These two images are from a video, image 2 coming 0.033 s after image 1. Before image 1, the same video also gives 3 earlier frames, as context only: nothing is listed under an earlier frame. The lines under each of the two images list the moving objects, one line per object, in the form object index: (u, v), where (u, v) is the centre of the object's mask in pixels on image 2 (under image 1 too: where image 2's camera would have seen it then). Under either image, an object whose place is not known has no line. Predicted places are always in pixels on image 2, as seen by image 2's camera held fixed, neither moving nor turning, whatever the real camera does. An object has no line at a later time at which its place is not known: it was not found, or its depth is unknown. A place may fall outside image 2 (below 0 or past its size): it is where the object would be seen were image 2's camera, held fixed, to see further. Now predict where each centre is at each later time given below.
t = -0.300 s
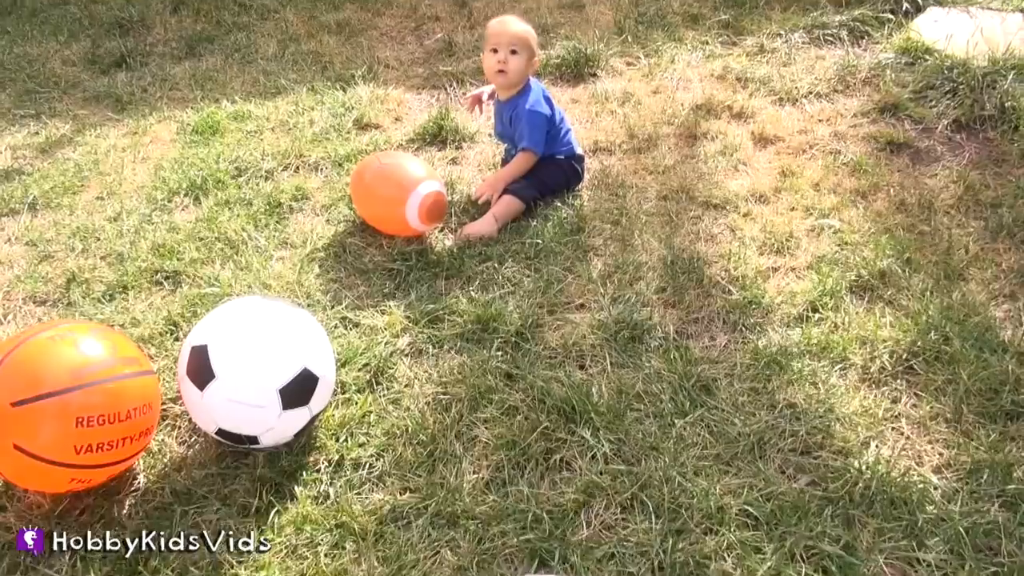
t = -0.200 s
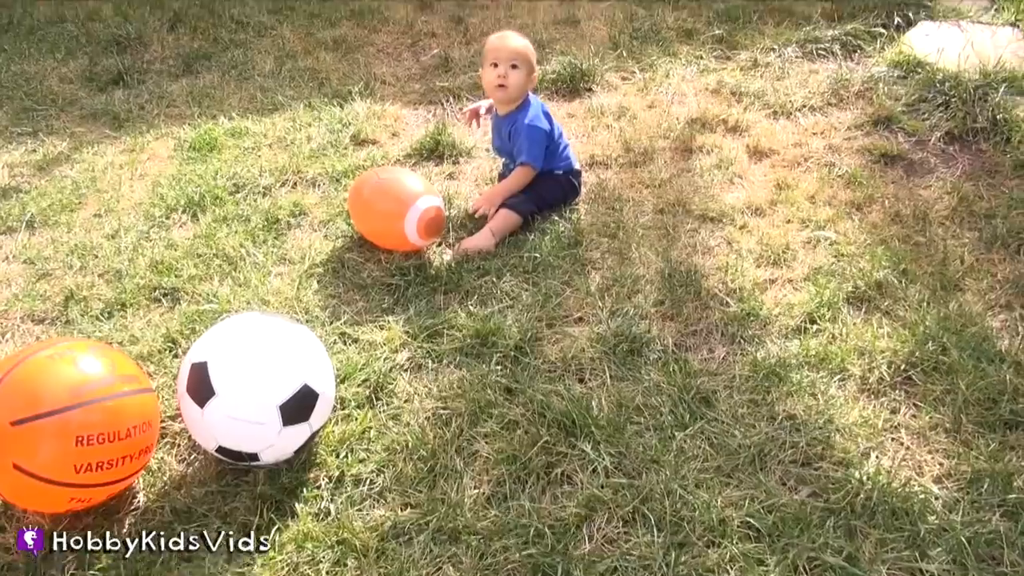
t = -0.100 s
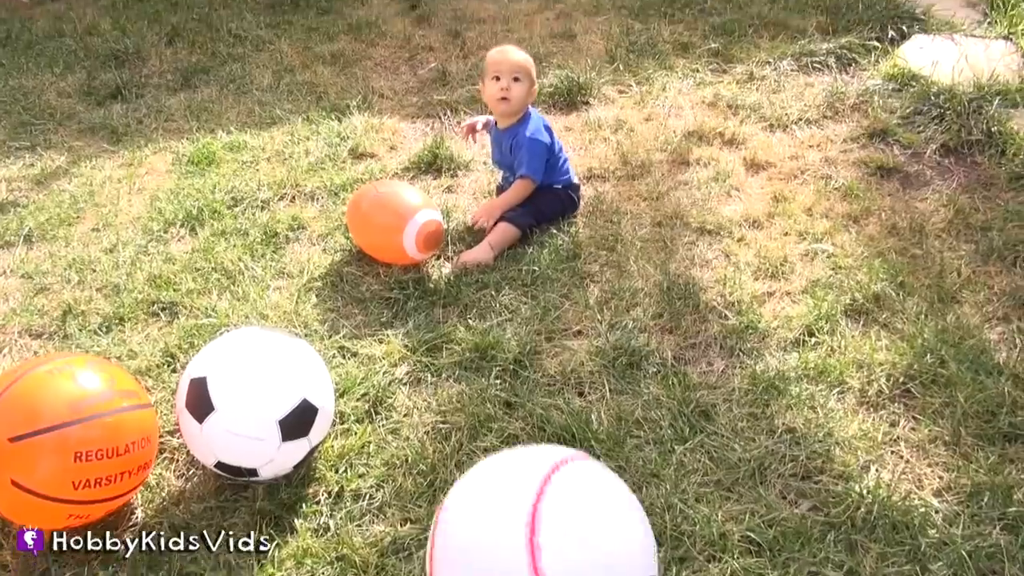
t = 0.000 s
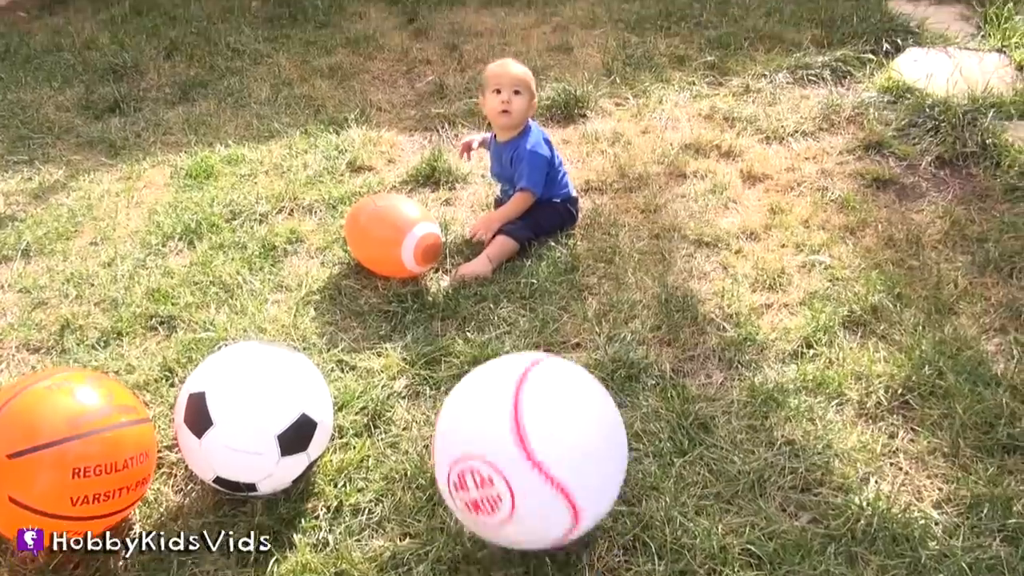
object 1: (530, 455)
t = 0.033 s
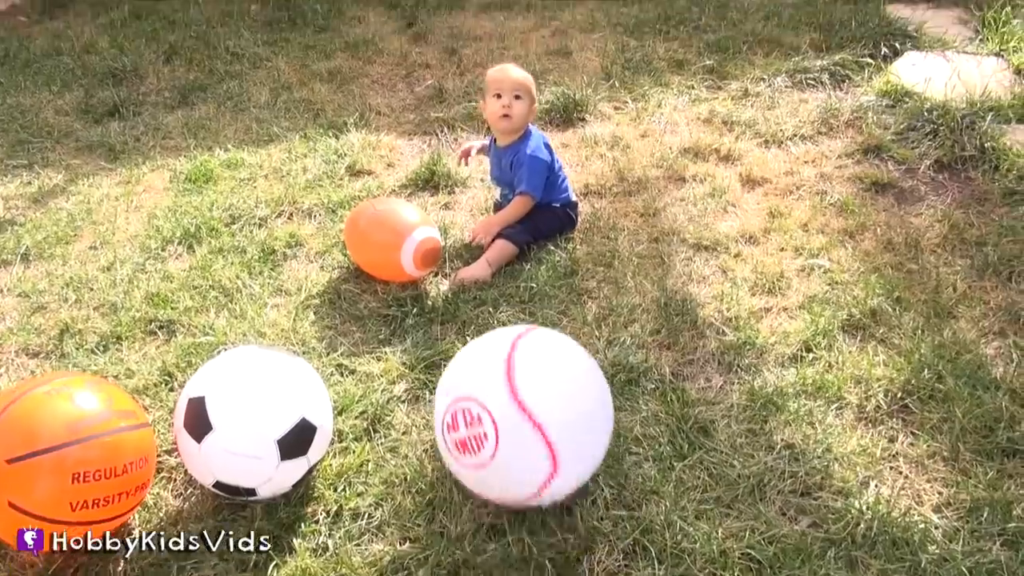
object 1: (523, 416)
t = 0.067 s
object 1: (518, 394)
